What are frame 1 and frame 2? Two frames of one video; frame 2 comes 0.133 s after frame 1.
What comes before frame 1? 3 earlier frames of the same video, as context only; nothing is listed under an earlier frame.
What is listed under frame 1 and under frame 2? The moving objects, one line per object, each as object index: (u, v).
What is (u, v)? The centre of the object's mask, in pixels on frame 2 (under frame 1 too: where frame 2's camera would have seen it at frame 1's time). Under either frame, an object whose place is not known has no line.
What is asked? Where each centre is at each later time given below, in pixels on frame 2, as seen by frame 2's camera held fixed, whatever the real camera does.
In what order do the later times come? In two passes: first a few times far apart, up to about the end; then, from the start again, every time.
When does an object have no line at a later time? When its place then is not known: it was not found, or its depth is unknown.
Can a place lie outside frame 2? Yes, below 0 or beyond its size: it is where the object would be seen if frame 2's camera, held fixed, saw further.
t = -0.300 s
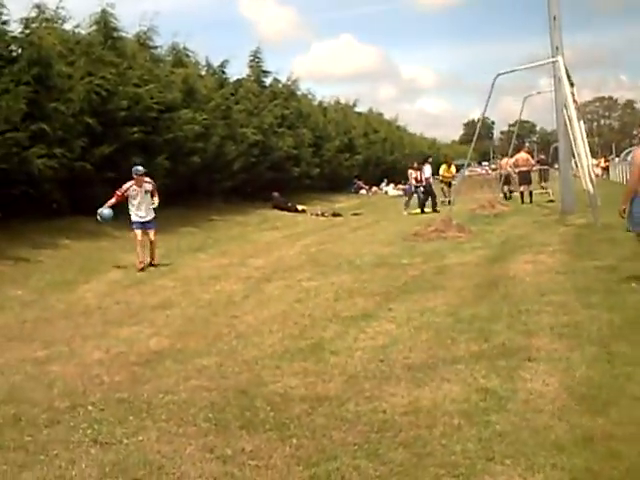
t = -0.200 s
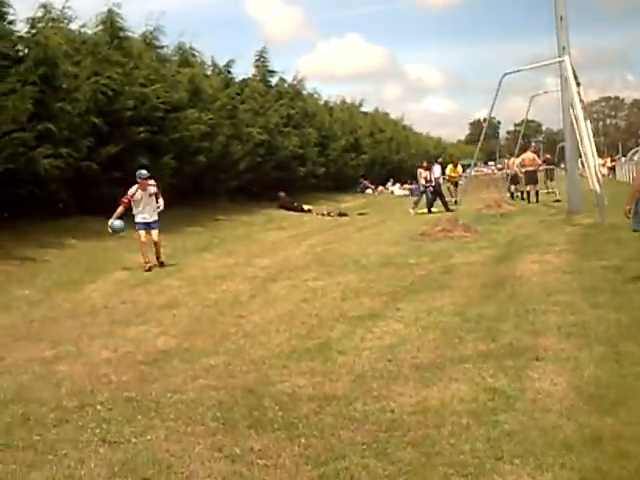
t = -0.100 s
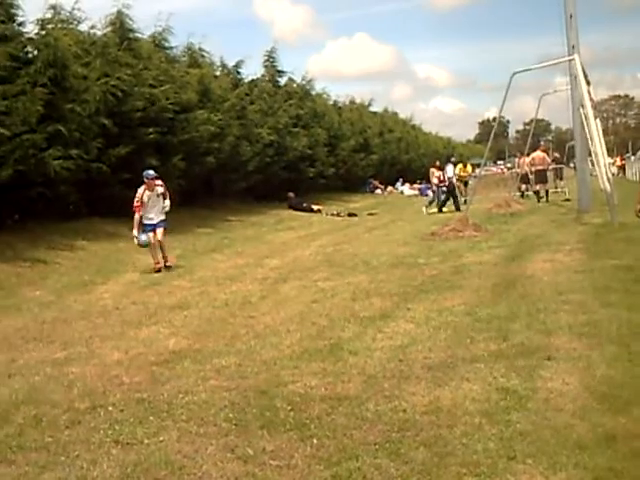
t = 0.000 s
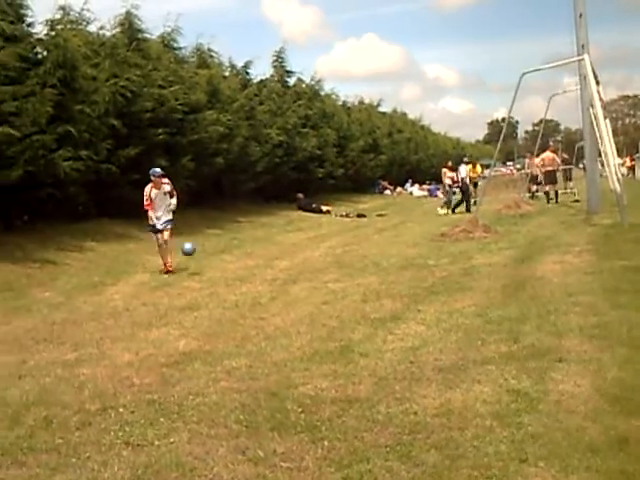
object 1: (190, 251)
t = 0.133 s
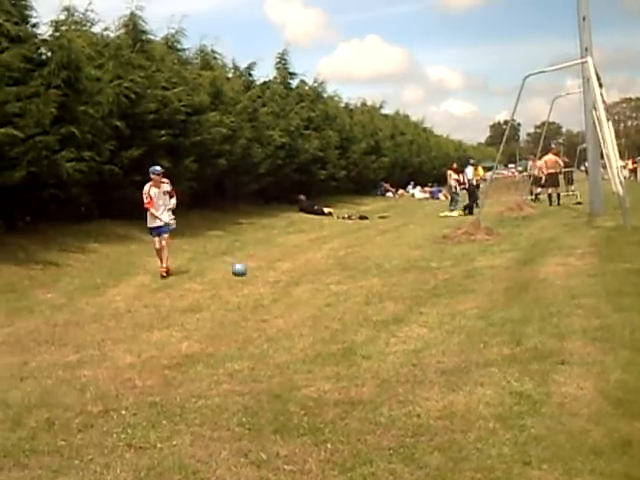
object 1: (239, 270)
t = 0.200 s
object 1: (257, 266)
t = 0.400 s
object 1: (313, 266)
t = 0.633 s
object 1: (374, 253)
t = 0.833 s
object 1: (426, 265)
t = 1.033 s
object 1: (476, 257)
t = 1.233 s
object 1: (526, 259)
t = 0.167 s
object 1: (248, 269)
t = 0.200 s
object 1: (257, 266)
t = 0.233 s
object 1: (266, 265)
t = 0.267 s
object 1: (275, 263)
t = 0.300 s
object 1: (285, 263)
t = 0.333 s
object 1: (294, 263)
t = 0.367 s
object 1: (304, 264)
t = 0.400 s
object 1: (313, 266)
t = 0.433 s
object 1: (322, 267)
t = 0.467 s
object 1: (331, 265)
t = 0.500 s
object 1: (339, 260)
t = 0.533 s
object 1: (348, 258)
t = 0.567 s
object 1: (356, 255)
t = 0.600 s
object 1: (365, 254)
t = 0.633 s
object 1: (374, 253)
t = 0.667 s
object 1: (382, 253)
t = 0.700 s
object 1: (391, 254)
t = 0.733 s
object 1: (400, 256)
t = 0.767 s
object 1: (408, 258)
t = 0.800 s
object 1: (417, 262)
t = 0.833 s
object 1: (426, 265)
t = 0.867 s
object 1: (435, 264)
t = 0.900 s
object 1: (443, 262)
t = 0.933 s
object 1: (451, 260)
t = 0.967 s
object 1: (459, 258)
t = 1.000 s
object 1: (468, 258)
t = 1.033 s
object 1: (476, 257)
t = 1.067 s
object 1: (485, 258)
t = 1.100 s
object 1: (493, 260)
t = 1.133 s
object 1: (502, 262)
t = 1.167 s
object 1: (510, 261)
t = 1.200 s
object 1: (518, 260)
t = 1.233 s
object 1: (526, 259)
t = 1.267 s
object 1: (535, 259)
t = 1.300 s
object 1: (543, 259)
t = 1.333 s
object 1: (550, 260)
